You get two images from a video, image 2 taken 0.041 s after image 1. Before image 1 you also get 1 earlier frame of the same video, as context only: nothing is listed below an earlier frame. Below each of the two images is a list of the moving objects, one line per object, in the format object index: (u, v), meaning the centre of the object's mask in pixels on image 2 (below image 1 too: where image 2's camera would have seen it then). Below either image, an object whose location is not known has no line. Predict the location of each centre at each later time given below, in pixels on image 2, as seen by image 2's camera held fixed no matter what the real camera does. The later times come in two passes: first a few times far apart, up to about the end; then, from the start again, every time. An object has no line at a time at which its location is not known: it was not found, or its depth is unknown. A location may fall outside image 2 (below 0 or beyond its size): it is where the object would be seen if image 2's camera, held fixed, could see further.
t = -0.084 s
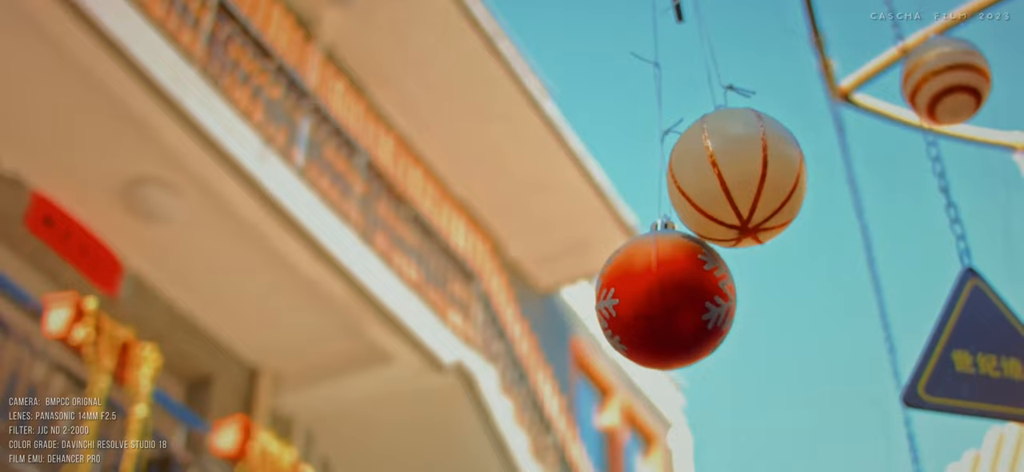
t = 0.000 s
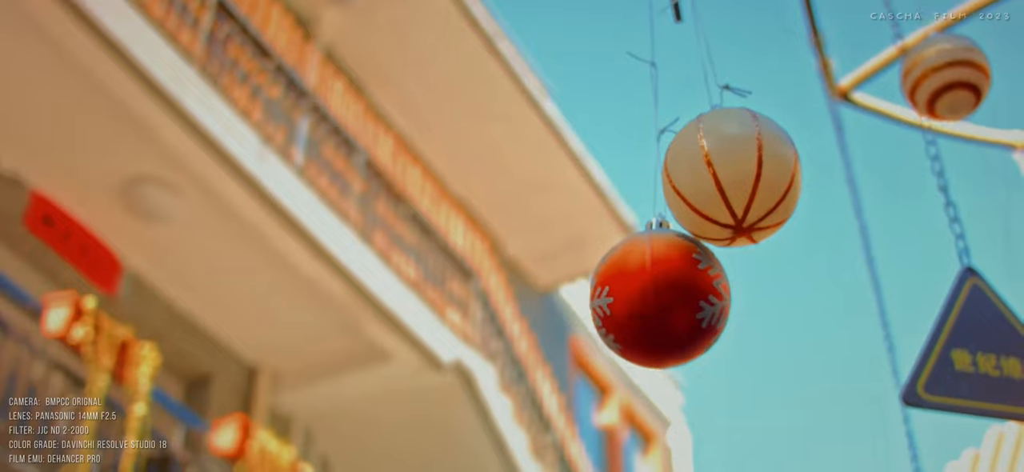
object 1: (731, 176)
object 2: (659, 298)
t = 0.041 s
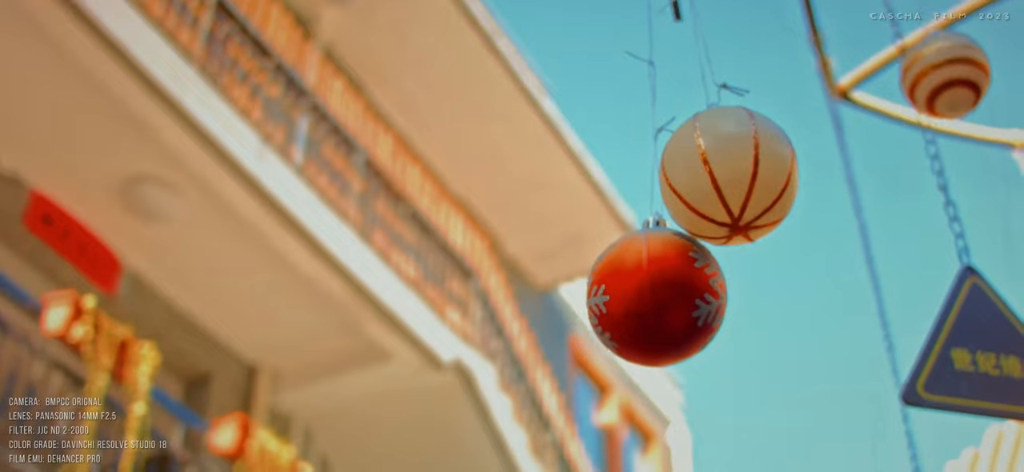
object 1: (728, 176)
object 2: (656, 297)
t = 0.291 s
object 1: (713, 168)
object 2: (641, 290)
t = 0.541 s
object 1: (716, 160)
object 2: (648, 285)
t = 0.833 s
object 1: (727, 158)
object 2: (668, 288)
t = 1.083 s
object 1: (723, 172)
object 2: (676, 304)
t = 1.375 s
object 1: (704, 183)
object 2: (670, 316)
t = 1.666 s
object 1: (704, 168)
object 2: (674, 304)
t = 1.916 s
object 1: (719, 158)
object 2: (682, 294)
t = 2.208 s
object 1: (722, 165)
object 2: (669, 295)
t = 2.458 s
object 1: (707, 173)
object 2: (637, 296)
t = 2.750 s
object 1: (706, 174)
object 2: (623, 288)
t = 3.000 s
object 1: (725, 172)
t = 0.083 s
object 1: (725, 174)
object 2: (652, 295)
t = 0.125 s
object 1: (722, 173)
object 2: (649, 295)
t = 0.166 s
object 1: (720, 172)
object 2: (647, 293)
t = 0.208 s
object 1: (717, 170)
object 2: (644, 292)
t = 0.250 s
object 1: (715, 169)
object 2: (643, 292)
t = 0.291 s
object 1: (713, 168)
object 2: (641, 290)
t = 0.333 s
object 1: (713, 167)
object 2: (641, 290)
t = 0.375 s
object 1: (713, 165)
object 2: (643, 288)
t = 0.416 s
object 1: (713, 164)
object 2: (643, 287)
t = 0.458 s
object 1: (713, 162)
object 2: (644, 286)
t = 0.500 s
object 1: (715, 161)
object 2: (646, 286)
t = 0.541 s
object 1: (716, 160)
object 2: (648, 285)
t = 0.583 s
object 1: (718, 159)
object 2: (651, 285)
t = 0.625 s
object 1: (719, 158)
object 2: (653, 285)
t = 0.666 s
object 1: (721, 157)
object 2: (656, 284)
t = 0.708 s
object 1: (723, 156)
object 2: (659, 284)
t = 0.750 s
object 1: (725, 157)
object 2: (663, 285)
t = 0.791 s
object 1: (727, 157)
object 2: (666, 286)
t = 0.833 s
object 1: (727, 158)
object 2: (668, 288)
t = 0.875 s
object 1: (727, 159)
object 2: (670, 290)
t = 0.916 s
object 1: (727, 162)
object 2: (672, 293)
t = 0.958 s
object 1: (727, 164)
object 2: (674, 295)
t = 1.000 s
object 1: (727, 166)
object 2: (676, 298)
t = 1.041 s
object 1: (724, 169)
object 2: (676, 301)
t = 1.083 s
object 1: (723, 172)
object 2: (676, 304)
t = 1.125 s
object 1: (720, 174)
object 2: (675, 305)
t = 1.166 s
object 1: (716, 176)
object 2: (673, 308)
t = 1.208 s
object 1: (713, 178)
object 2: (671, 310)
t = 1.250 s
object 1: (709, 180)
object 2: (670, 312)
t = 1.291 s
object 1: (707, 181)
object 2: (669, 313)
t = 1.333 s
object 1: (705, 182)
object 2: (669, 315)
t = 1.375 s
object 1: (704, 183)
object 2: (670, 316)
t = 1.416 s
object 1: (703, 183)
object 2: (670, 316)
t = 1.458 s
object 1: (701, 181)
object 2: (670, 315)
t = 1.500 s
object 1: (701, 179)
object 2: (670, 313)
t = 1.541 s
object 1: (700, 176)
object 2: (671, 310)
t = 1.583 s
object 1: (701, 173)
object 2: (671, 308)
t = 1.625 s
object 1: (702, 171)
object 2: (672, 306)
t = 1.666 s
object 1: (704, 168)
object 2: (674, 304)
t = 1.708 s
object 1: (706, 166)
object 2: (675, 302)
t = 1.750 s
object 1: (708, 163)
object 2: (677, 299)
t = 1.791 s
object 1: (711, 161)
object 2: (678, 298)
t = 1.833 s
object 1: (714, 160)
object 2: (680, 296)
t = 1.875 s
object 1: (716, 159)
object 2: (681, 295)
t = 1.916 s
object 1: (719, 158)
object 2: (682, 294)
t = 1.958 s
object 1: (721, 158)
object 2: (682, 293)
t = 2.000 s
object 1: (723, 158)
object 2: (682, 293)
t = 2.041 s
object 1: (724, 159)
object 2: (681, 293)
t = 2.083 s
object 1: (724, 160)
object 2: (679, 293)
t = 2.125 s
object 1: (724, 162)
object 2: (676, 295)
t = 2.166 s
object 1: (723, 163)
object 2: (673, 294)
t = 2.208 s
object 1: (722, 165)
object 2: (669, 295)
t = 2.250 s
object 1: (720, 167)
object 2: (664, 297)
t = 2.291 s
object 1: (717, 169)
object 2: (659, 297)
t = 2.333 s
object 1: (715, 171)
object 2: (654, 297)
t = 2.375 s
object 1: (712, 172)
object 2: (648, 297)
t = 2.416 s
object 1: (709, 173)
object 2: (643, 297)
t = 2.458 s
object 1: (707, 173)
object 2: (637, 296)
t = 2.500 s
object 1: (705, 174)
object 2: (633, 295)
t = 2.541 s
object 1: (703, 175)
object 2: (629, 295)
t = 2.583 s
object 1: (703, 175)
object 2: (626, 293)
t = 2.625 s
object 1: (703, 175)
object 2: (624, 293)
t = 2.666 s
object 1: (703, 176)
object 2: (623, 291)
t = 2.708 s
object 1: (704, 175)
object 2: (623, 290)
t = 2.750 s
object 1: (706, 174)
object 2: (623, 288)
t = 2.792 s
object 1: (709, 175)
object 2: (624, 288)
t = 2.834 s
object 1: (712, 175)
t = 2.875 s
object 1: (715, 174)
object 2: (629, 285)
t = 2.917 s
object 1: (719, 173)
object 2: (631, 284)
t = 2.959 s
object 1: (723, 172)
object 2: (635, 282)
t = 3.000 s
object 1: (725, 172)
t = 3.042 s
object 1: (728, 173)
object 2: (639, 282)
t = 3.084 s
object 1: (730, 172)
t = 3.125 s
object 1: (732, 172)
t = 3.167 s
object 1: (733, 171)
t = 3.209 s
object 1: (733, 171)
